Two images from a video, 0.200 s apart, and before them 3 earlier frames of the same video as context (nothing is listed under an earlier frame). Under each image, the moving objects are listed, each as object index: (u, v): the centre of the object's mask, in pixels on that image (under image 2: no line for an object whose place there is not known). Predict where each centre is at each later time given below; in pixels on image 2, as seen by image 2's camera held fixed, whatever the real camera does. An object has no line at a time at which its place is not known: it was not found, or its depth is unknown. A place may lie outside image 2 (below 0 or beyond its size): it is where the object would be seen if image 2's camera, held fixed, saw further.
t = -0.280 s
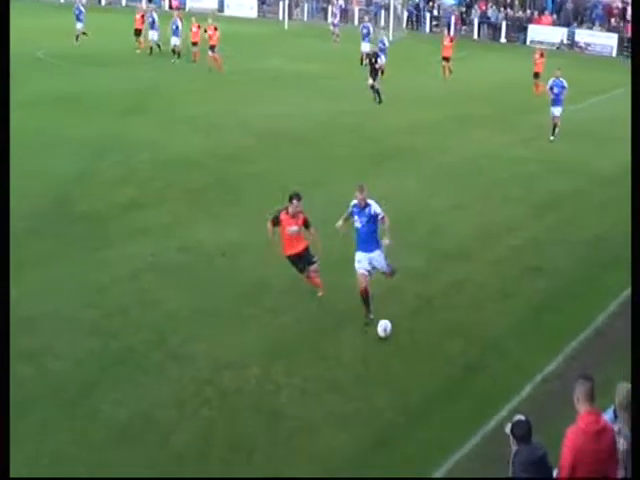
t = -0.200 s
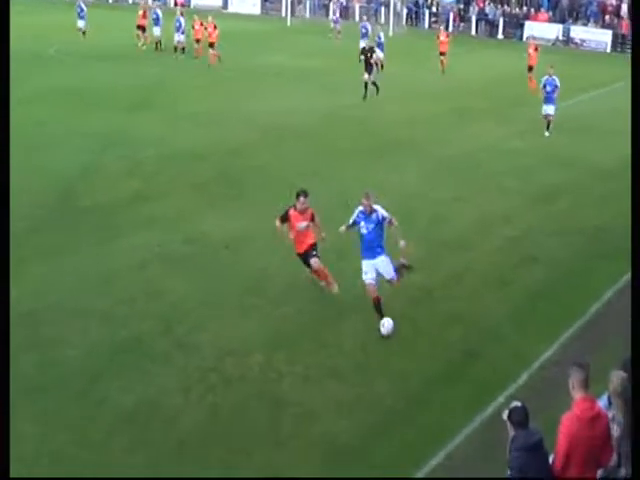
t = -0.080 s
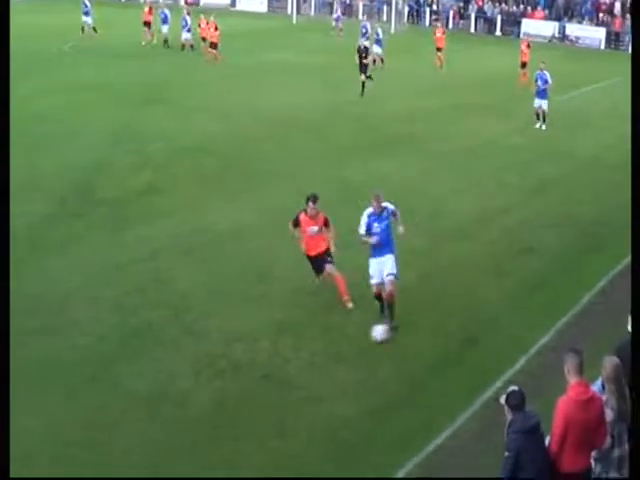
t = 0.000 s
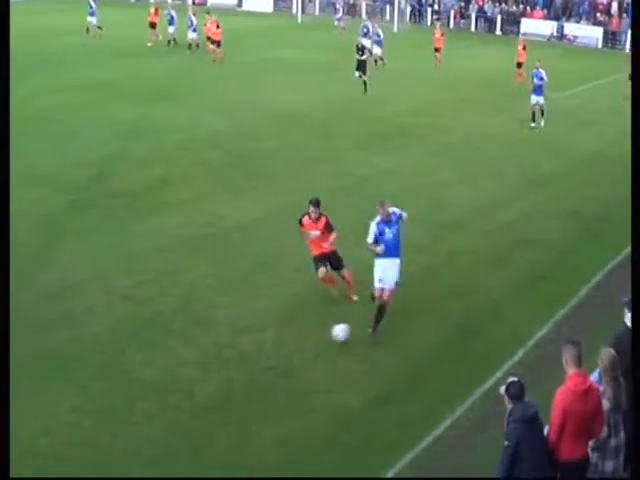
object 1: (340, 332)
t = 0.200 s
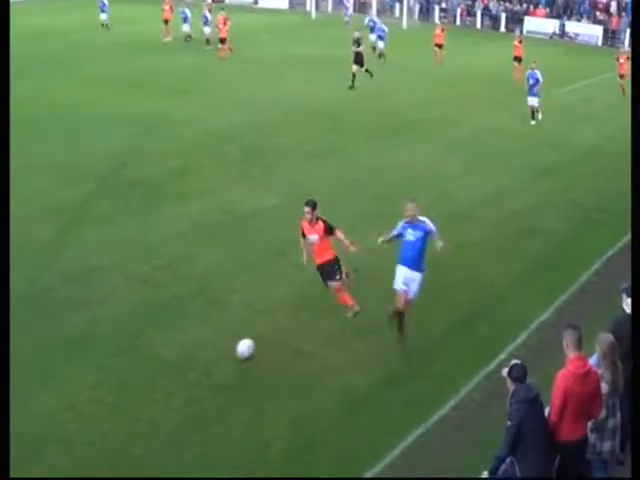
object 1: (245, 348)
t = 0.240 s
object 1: (223, 353)
